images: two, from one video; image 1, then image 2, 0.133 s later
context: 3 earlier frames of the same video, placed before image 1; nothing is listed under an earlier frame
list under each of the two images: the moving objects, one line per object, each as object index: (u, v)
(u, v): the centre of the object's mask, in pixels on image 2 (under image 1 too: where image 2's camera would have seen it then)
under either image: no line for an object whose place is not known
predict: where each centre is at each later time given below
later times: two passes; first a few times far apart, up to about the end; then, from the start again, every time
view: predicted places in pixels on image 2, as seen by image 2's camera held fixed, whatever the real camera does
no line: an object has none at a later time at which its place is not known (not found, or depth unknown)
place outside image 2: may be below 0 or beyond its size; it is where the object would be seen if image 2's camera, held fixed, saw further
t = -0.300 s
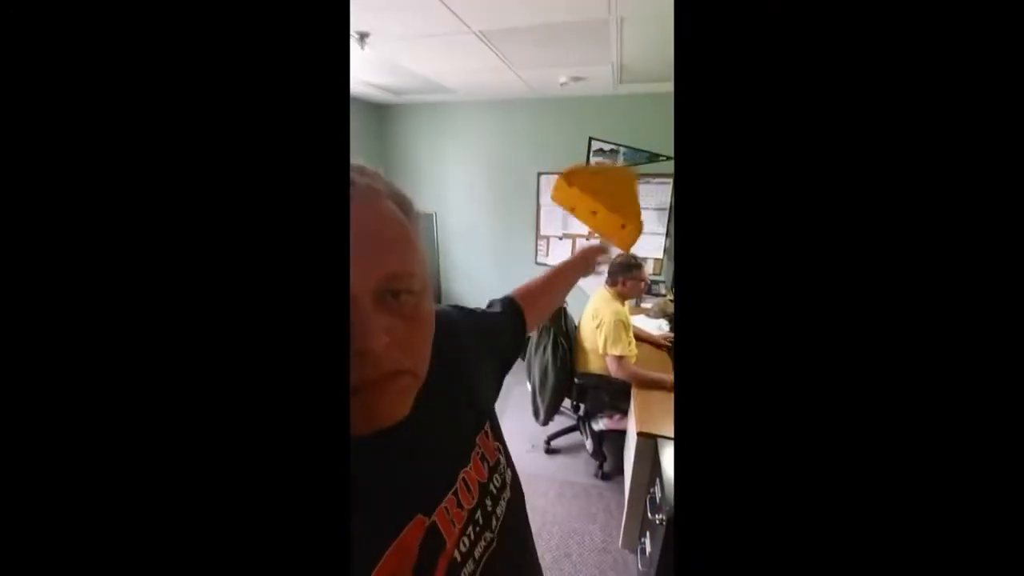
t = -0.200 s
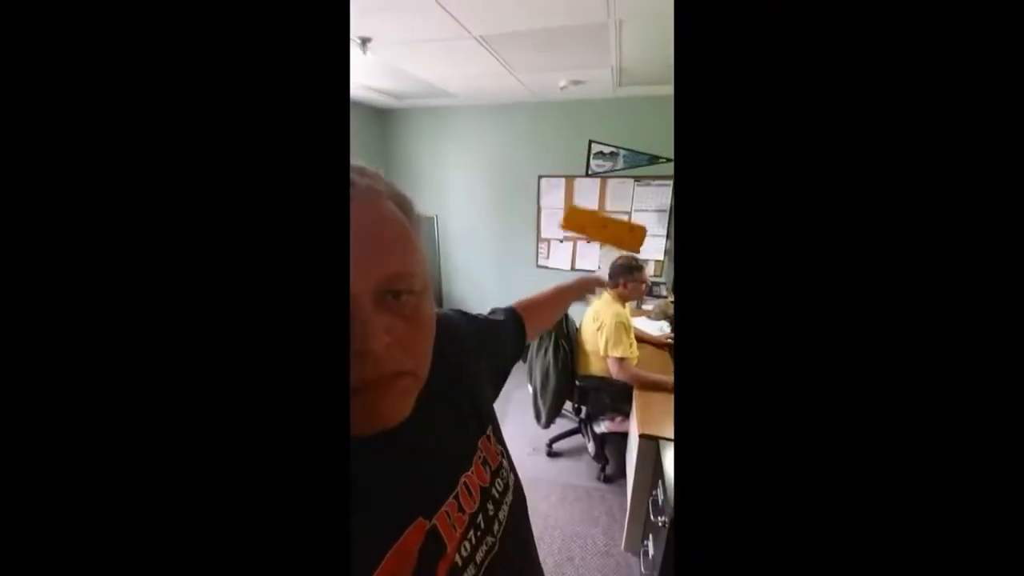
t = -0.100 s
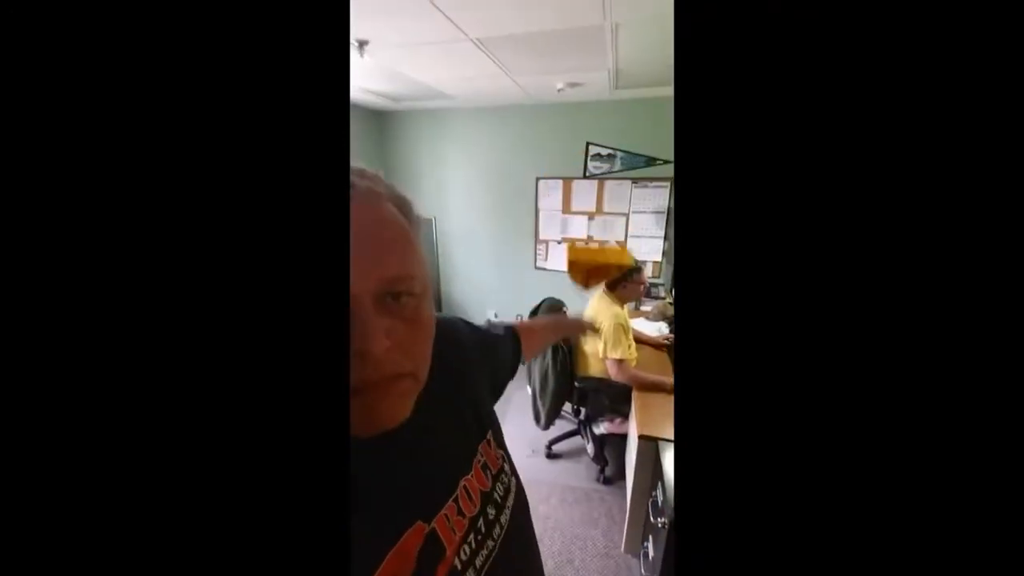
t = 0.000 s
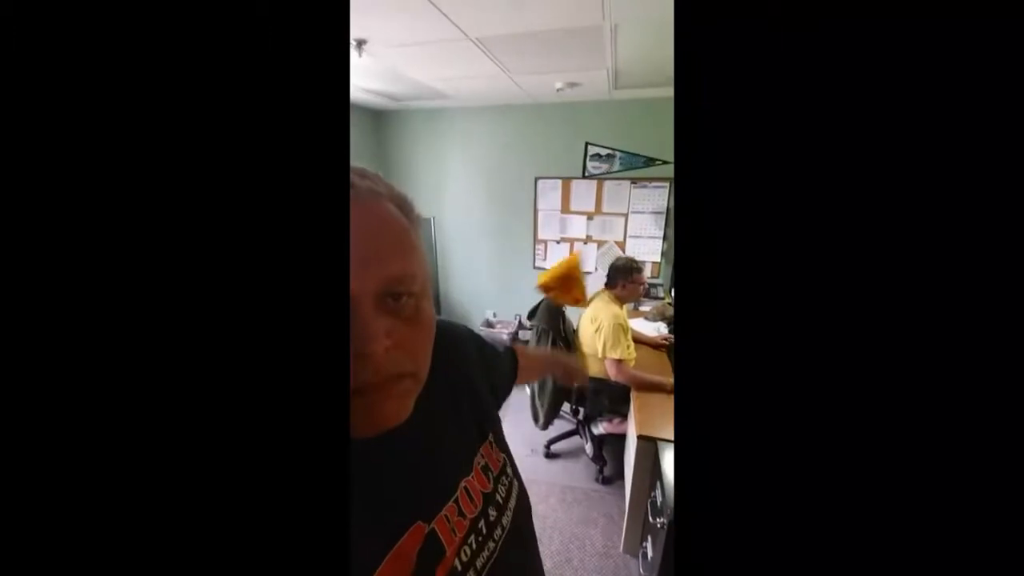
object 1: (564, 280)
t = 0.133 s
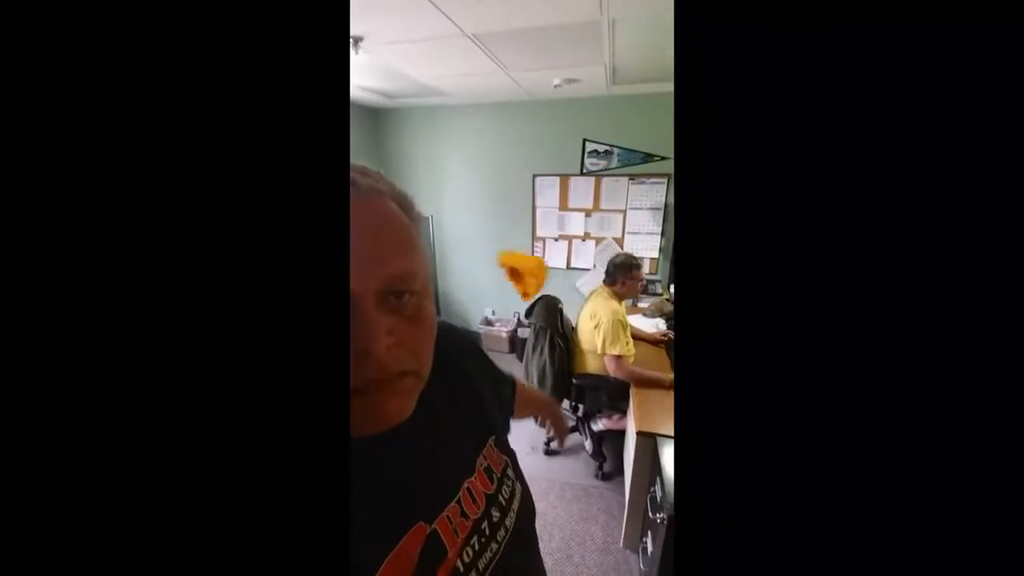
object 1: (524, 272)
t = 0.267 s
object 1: (491, 277)
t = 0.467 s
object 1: (454, 314)
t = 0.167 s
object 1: (517, 275)
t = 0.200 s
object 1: (510, 274)
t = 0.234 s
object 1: (500, 275)
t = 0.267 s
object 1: (491, 277)
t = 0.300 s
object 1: (483, 283)
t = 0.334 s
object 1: (477, 291)
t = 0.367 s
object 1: (471, 300)
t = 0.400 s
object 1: (464, 307)
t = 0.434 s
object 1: (459, 311)
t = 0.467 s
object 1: (454, 314)
